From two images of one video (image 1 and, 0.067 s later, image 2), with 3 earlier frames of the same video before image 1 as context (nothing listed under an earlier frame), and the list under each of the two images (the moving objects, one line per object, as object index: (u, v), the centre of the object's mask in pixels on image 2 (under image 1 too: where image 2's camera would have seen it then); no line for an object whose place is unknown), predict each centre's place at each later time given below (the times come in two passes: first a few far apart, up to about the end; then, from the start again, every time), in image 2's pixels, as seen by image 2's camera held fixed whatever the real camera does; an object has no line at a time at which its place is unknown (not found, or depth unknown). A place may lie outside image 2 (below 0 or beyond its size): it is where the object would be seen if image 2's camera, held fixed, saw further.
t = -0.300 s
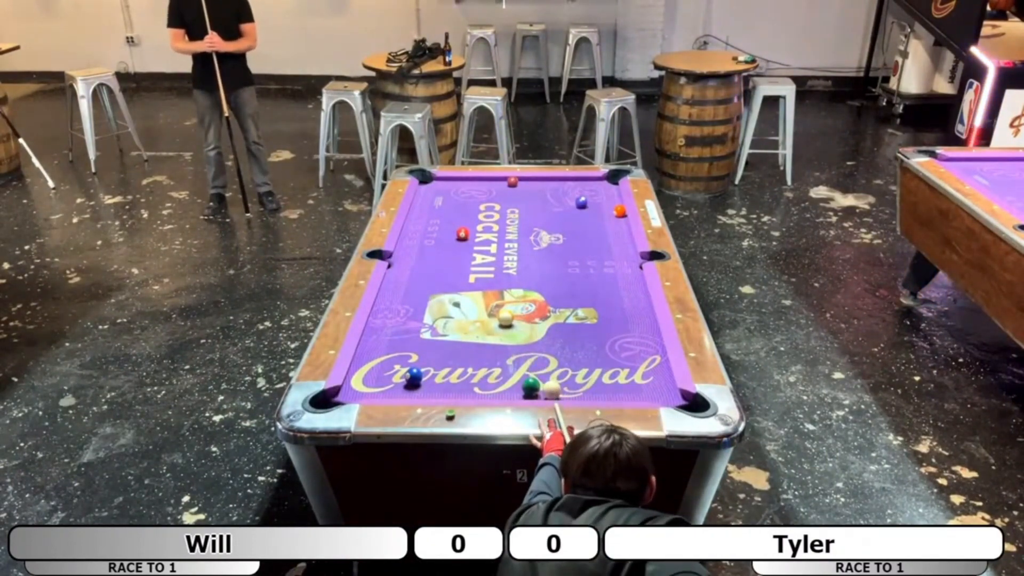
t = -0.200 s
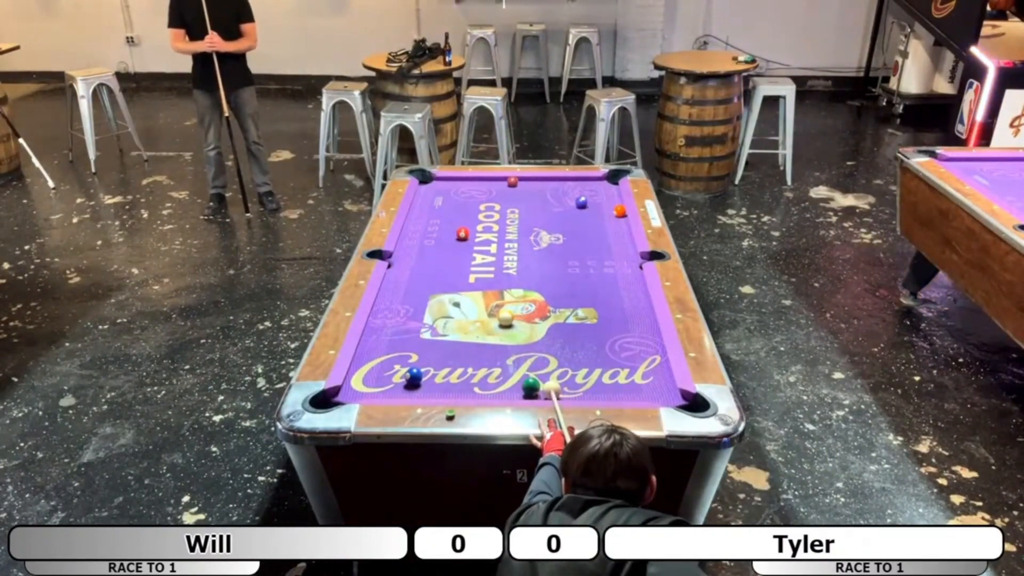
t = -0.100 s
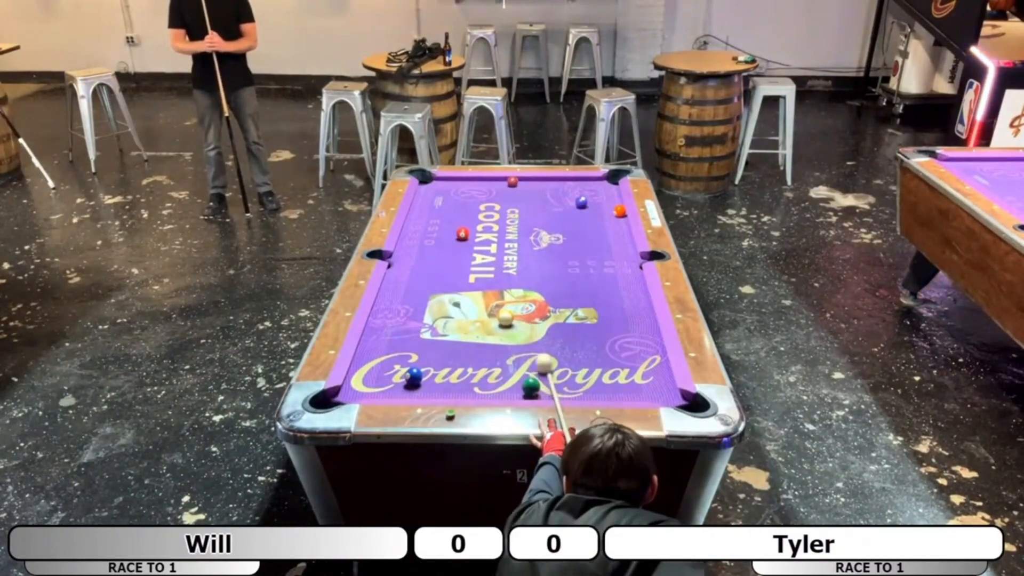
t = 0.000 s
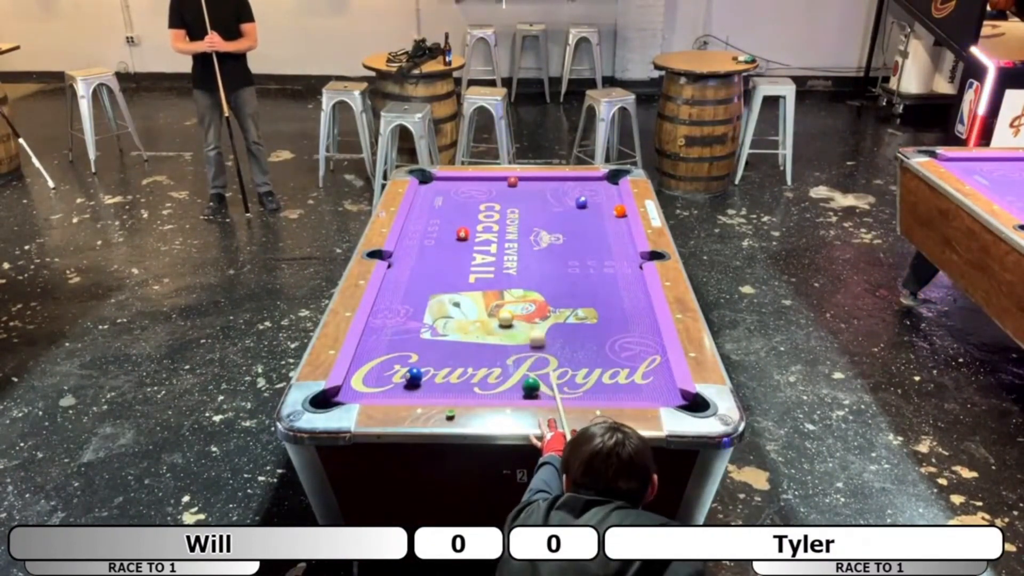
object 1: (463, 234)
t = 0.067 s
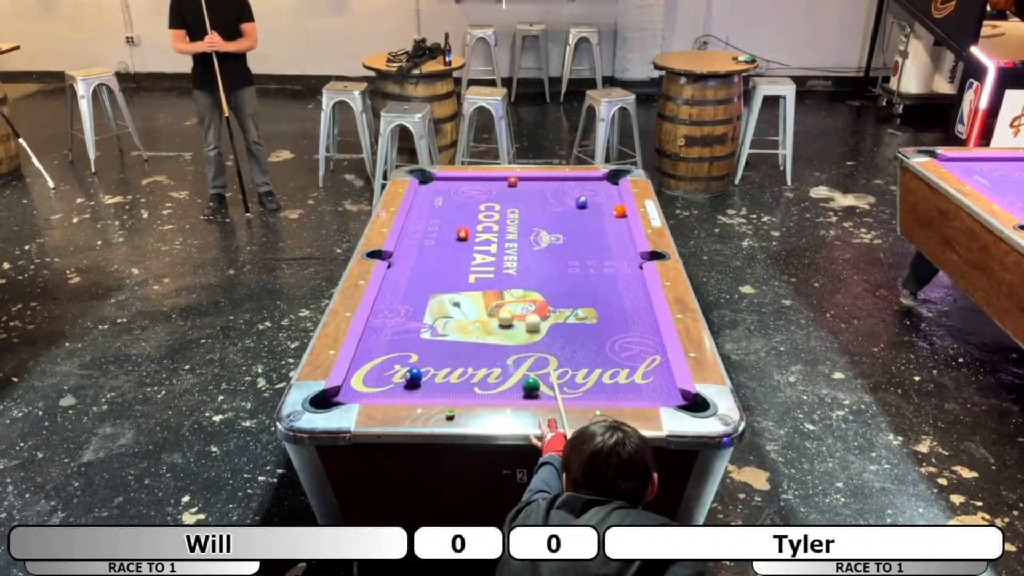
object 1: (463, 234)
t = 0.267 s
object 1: (463, 234)
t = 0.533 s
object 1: (463, 234)
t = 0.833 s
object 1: (463, 234)
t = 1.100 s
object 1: (463, 234)
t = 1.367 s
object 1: (463, 234)
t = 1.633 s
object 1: (463, 234)
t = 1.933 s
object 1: (463, 238)
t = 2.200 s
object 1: (462, 249)
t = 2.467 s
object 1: (462, 260)
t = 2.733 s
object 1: (462, 271)
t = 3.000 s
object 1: (462, 282)
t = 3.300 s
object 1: (463, 293)
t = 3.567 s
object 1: (463, 305)
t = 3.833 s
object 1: (463, 316)
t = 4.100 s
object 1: (461, 326)
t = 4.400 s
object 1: (464, 338)
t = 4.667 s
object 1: (465, 347)
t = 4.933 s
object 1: (466, 354)
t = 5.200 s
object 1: (467, 363)
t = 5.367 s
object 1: (467, 366)
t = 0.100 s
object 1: (463, 234)
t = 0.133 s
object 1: (463, 234)
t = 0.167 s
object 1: (463, 234)
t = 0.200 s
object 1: (463, 234)
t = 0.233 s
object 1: (463, 234)
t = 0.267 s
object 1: (463, 234)
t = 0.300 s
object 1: (463, 234)
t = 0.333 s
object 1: (463, 234)
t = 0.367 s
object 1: (463, 234)
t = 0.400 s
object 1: (463, 234)
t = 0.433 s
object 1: (463, 234)
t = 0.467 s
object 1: (463, 234)
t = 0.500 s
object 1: (463, 234)
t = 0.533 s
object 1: (463, 234)
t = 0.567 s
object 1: (463, 234)
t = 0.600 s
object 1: (463, 234)
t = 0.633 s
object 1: (463, 234)
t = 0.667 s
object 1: (463, 234)
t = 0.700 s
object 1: (463, 234)
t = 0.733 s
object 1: (463, 234)
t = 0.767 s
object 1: (463, 234)
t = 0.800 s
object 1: (463, 234)
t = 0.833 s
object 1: (463, 234)
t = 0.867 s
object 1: (463, 234)
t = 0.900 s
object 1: (463, 234)
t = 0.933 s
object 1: (463, 234)
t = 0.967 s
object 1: (463, 234)
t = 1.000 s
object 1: (463, 234)
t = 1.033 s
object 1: (463, 234)
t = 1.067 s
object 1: (463, 234)
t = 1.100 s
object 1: (463, 234)
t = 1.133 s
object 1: (463, 234)
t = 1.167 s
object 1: (463, 234)
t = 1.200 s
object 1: (463, 234)
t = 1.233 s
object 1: (463, 234)
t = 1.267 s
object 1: (463, 234)
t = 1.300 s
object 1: (463, 234)
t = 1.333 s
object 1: (463, 234)
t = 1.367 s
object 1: (463, 234)
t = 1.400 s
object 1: (463, 234)
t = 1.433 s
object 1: (463, 234)
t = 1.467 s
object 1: (463, 234)
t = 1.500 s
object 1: (463, 234)
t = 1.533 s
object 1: (463, 234)
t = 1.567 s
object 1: (463, 234)
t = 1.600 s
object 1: (463, 234)
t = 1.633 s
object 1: (463, 234)
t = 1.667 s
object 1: (463, 234)
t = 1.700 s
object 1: (462, 234)
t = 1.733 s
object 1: (462, 234)
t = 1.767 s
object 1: (462, 234)
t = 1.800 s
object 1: (462, 235)
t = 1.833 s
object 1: (463, 235)
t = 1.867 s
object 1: (462, 235)
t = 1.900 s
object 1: (462, 237)
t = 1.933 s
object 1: (463, 238)
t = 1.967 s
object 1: (463, 239)
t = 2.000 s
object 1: (462, 240)
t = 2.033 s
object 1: (463, 242)
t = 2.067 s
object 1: (463, 243)
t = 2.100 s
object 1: (463, 244)
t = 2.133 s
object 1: (463, 246)
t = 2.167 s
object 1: (463, 247)
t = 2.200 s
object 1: (462, 249)
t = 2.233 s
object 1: (462, 250)
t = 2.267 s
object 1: (462, 252)
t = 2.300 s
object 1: (462, 253)
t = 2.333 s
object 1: (462, 255)
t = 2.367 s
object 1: (462, 256)
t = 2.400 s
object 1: (462, 257)
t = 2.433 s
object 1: (462, 258)
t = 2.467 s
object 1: (462, 260)
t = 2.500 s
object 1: (462, 261)
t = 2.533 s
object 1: (462, 263)
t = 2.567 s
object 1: (462, 264)
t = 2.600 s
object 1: (462, 265)
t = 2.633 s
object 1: (462, 267)
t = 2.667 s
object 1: (462, 268)
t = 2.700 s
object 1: (462, 270)
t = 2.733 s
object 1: (462, 271)
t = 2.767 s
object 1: (462, 273)
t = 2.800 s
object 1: (462, 273)
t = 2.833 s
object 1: (462, 275)
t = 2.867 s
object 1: (462, 276)
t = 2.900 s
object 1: (462, 278)
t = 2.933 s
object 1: (462, 279)
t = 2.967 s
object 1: (462, 281)
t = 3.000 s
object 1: (462, 282)
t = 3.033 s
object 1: (462, 283)
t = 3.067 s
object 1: (462, 284)
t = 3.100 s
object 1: (462, 286)
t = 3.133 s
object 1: (463, 287)
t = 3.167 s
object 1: (462, 289)
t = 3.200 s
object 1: (463, 290)
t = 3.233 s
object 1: (463, 291)
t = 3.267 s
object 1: (463, 293)
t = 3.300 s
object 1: (463, 293)
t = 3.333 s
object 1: (463, 295)
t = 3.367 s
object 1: (463, 296)
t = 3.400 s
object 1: (463, 297)
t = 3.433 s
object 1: (463, 299)
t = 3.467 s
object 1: (463, 301)
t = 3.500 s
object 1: (463, 302)
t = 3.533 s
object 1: (463, 303)
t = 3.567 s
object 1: (463, 305)
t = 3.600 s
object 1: (463, 306)
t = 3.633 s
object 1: (463, 308)
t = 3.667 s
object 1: (463, 309)
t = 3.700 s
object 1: (463, 311)
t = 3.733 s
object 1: (463, 312)
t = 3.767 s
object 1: (463, 313)
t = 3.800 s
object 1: (463, 315)
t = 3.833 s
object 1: (463, 316)
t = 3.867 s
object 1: (462, 317)
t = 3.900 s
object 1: (462, 318)
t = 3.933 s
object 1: (461, 320)
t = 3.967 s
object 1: (461, 322)
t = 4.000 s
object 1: (461, 324)
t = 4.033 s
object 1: (461, 325)
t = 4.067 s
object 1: (461, 325)
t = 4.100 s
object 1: (461, 326)
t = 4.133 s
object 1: (461, 329)
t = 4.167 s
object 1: (461, 329)
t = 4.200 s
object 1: (462, 330)
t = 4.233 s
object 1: (462, 331)
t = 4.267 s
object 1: (462, 333)
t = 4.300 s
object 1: (463, 335)
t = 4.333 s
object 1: (463, 336)
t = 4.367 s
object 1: (464, 337)
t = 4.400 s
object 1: (464, 338)
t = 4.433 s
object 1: (464, 339)
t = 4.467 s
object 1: (464, 341)
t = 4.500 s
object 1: (465, 342)
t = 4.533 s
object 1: (465, 343)
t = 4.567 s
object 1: (465, 344)
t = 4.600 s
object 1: (465, 345)
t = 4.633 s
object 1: (465, 346)
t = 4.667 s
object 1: (465, 347)
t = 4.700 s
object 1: (465, 349)
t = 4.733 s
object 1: (465, 349)
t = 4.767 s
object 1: (465, 350)
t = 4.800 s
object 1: (466, 351)
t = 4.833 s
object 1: (466, 352)
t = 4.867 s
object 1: (466, 353)
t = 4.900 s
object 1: (466, 354)
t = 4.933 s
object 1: (466, 354)
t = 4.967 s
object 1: (466, 357)
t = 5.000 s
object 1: (466, 357)
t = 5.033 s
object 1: (467, 359)
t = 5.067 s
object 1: (467, 360)
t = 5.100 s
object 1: (467, 361)
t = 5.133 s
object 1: (467, 362)
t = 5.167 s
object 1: (467, 362)
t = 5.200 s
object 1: (467, 363)
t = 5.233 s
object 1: (467, 364)
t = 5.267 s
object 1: (468, 365)
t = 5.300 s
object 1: (468, 366)
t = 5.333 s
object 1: (468, 366)
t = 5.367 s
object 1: (467, 366)
